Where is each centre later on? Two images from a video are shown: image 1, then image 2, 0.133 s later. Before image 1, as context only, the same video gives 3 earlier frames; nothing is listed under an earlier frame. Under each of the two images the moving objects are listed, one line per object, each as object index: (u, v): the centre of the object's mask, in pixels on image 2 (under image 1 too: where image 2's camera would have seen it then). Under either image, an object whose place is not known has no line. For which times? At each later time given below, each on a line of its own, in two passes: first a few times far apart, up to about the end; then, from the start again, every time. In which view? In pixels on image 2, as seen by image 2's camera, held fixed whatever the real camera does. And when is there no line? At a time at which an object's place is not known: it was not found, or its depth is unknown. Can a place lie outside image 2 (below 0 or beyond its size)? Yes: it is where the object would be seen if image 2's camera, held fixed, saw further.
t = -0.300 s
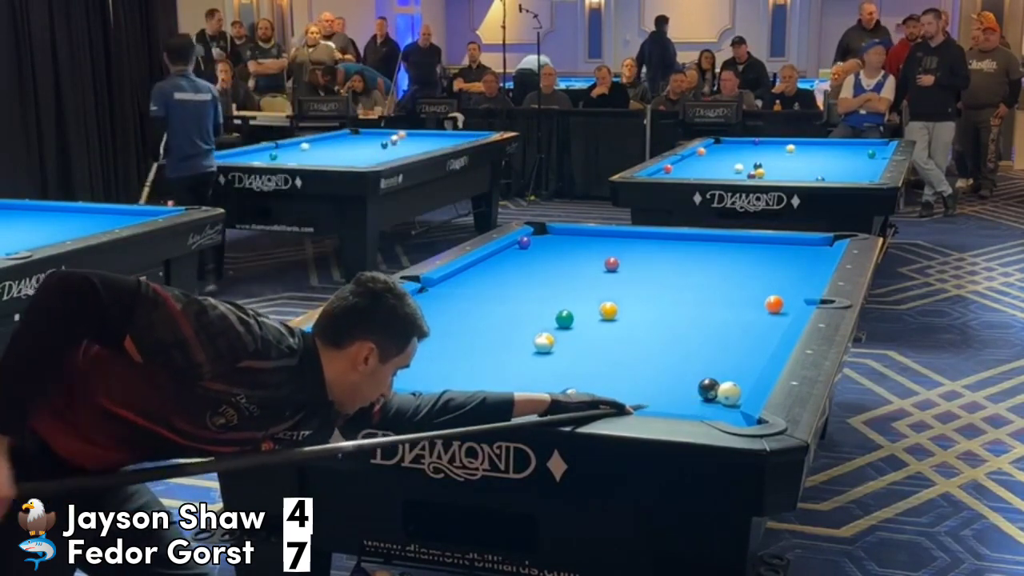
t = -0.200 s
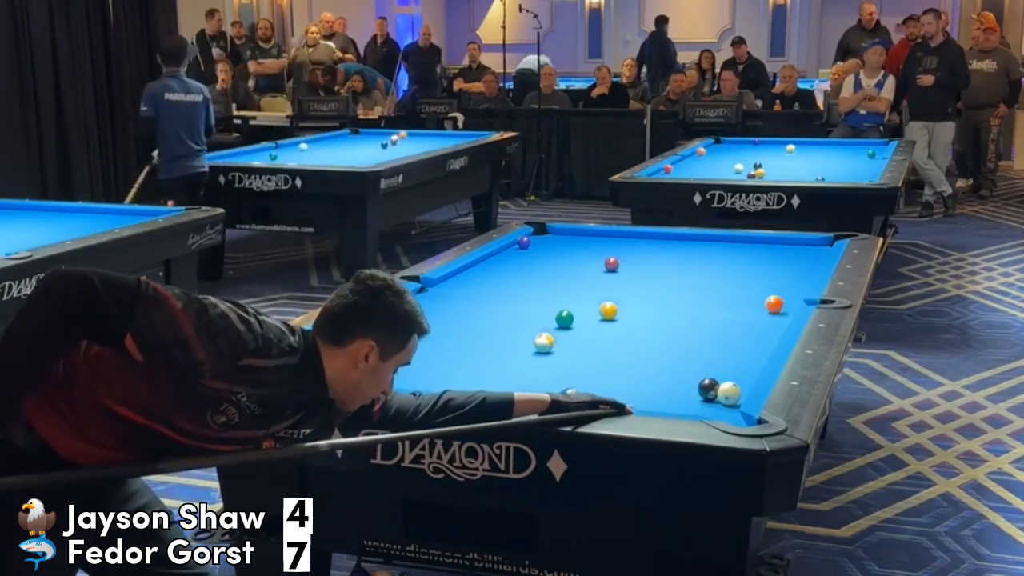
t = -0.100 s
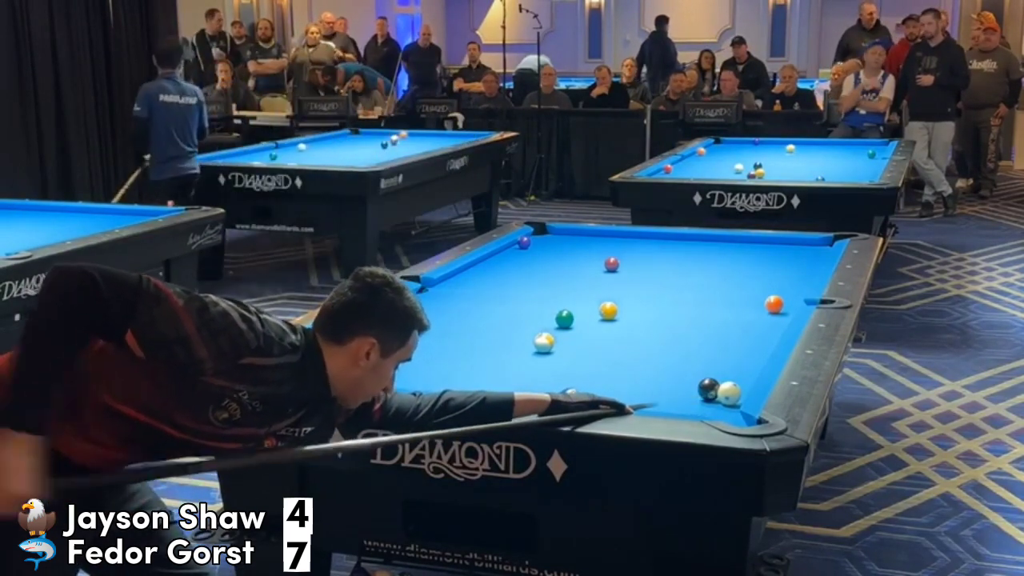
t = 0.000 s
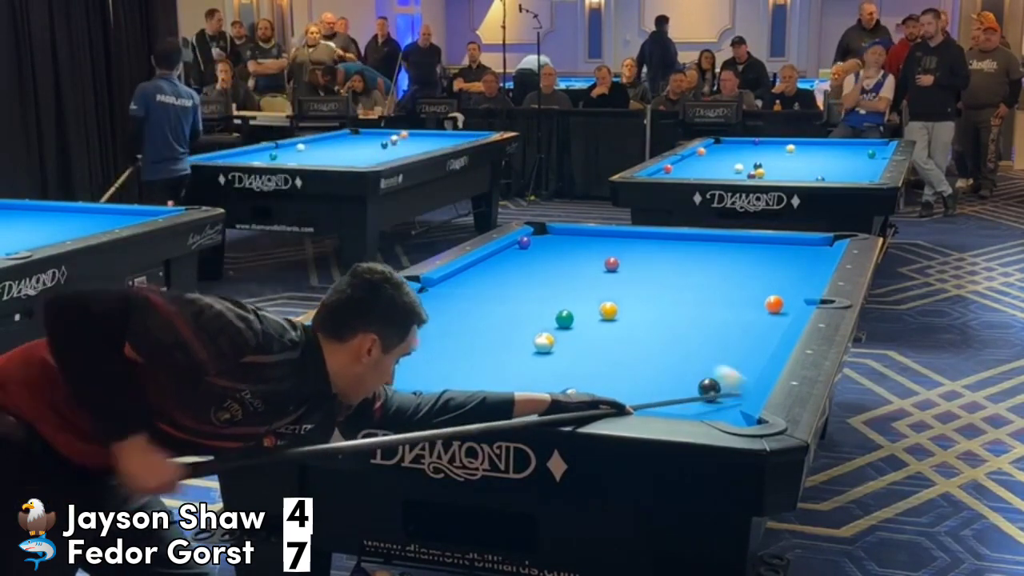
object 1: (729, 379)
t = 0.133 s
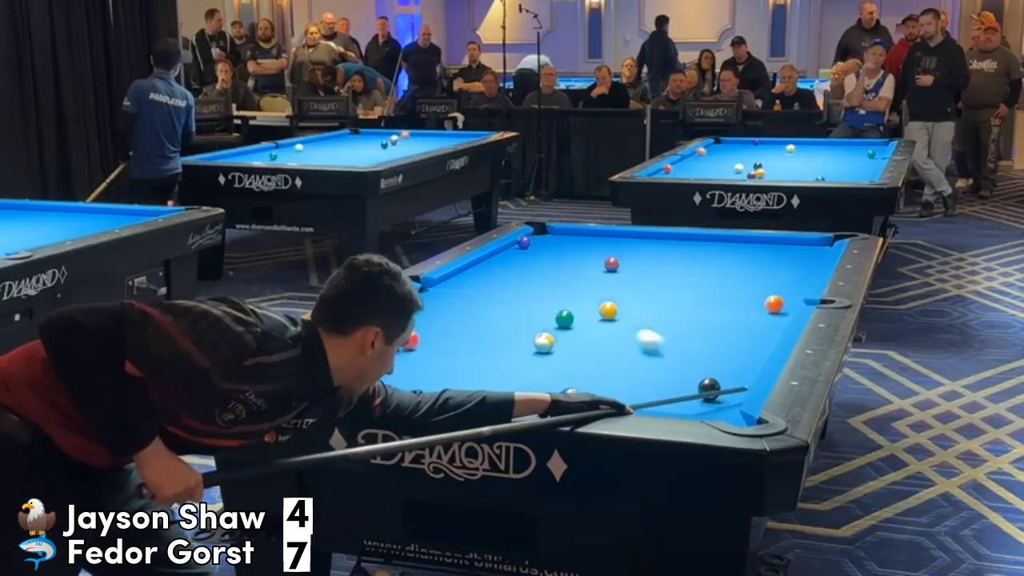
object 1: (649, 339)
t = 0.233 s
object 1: (602, 318)
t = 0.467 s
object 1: (523, 281)
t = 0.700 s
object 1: (500, 259)
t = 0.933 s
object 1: (572, 250)
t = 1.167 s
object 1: (627, 241)
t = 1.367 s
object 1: (670, 235)
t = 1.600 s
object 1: (677, 241)
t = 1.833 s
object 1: (686, 246)
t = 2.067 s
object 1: (694, 252)
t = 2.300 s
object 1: (703, 257)
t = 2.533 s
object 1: (712, 263)
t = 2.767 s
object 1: (722, 269)
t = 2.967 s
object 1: (729, 274)
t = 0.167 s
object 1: (632, 332)
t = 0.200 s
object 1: (618, 325)
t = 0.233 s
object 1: (602, 318)
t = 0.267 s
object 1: (589, 312)
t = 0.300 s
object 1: (576, 305)
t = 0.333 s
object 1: (564, 300)
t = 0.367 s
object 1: (553, 294)
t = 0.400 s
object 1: (542, 290)
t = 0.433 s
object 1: (533, 285)
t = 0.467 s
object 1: (523, 281)
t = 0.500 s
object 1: (514, 277)
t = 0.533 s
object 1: (506, 273)
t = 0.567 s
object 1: (497, 269)
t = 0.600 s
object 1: (490, 266)
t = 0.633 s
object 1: (482, 262)
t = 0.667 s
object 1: (487, 260)
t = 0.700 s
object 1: (500, 259)
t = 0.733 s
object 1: (513, 257)
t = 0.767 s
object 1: (524, 256)
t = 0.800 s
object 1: (535, 255)
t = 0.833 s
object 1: (545, 254)
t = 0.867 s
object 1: (555, 253)
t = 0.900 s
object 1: (564, 251)
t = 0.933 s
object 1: (572, 250)
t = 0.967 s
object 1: (580, 249)
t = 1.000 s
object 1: (588, 248)
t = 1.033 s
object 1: (596, 246)
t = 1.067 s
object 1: (604, 245)
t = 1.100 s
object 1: (612, 244)
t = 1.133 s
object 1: (619, 243)
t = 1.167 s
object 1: (627, 241)
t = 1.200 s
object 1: (634, 241)
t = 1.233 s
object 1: (642, 239)
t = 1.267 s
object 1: (649, 238)
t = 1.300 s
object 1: (656, 236)
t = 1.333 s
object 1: (663, 235)
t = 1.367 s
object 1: (670, 235)
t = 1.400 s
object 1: (671, 235)
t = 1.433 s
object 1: (672, 236)
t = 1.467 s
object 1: (672, 237)
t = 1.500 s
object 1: (674, 238)
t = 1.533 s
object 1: (675, 239)
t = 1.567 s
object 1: (676, 240)
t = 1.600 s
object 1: (677, 241)
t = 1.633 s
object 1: (679, 242)
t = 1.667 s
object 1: (680, 242)
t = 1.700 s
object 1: (681, 243)
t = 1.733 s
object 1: (682, 244)
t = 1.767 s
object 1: (684, 245)
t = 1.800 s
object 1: (685, 246)
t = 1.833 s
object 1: (686, 246)
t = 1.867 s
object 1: (687, 247)
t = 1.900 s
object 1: (688, 248)
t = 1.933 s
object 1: (690, 249)
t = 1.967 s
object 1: (691, 249)
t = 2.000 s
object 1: (692, 250)
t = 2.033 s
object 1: (693, 251)
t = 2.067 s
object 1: (694, 252)
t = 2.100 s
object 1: (696, 252)
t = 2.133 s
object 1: (697, 253)
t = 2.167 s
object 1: (698, 254)
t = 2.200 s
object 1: (700, 255)
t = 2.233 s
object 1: (701, 255)
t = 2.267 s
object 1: (702, 256)
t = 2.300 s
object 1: (703, 257)
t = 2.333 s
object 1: (705, 258)
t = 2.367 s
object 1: (706, 259)
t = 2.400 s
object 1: (707, 260)
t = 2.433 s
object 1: (709, 261)
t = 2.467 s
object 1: (710, 262)
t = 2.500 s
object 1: (712, 263)
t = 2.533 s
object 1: (712, 263)
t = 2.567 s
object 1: (714, 264)
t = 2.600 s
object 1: (715, 265)
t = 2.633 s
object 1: (716, 265)
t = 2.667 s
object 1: (718, 266)
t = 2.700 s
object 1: (719, 267)
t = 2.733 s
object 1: (720, 268)
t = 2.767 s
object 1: (722, 269)
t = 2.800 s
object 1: (723, 270)
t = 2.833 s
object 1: (724, 270)
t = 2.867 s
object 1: (725, 271)
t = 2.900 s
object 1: (727, 272)
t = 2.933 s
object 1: (728, 273)
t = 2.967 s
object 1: (729, 274)
